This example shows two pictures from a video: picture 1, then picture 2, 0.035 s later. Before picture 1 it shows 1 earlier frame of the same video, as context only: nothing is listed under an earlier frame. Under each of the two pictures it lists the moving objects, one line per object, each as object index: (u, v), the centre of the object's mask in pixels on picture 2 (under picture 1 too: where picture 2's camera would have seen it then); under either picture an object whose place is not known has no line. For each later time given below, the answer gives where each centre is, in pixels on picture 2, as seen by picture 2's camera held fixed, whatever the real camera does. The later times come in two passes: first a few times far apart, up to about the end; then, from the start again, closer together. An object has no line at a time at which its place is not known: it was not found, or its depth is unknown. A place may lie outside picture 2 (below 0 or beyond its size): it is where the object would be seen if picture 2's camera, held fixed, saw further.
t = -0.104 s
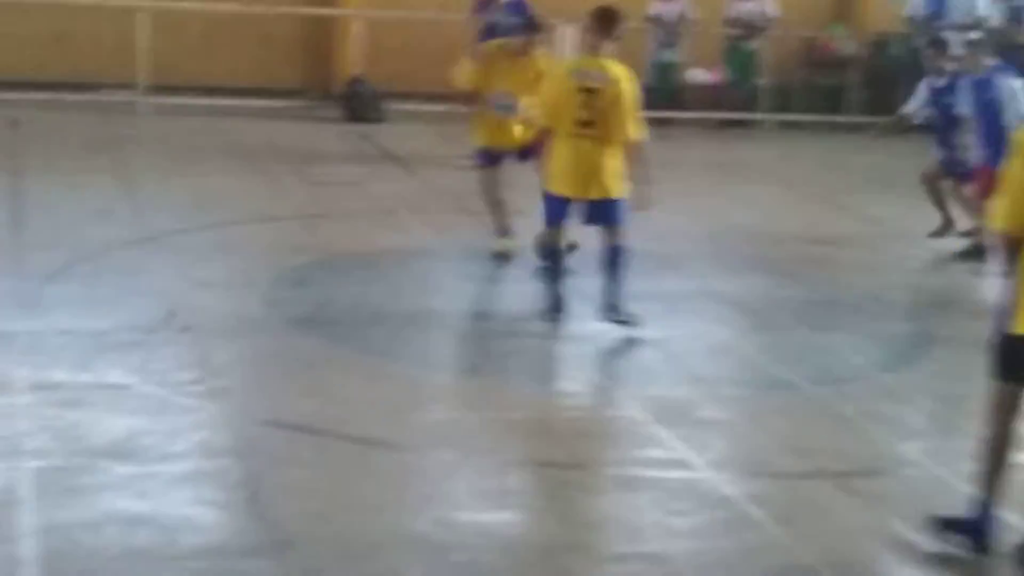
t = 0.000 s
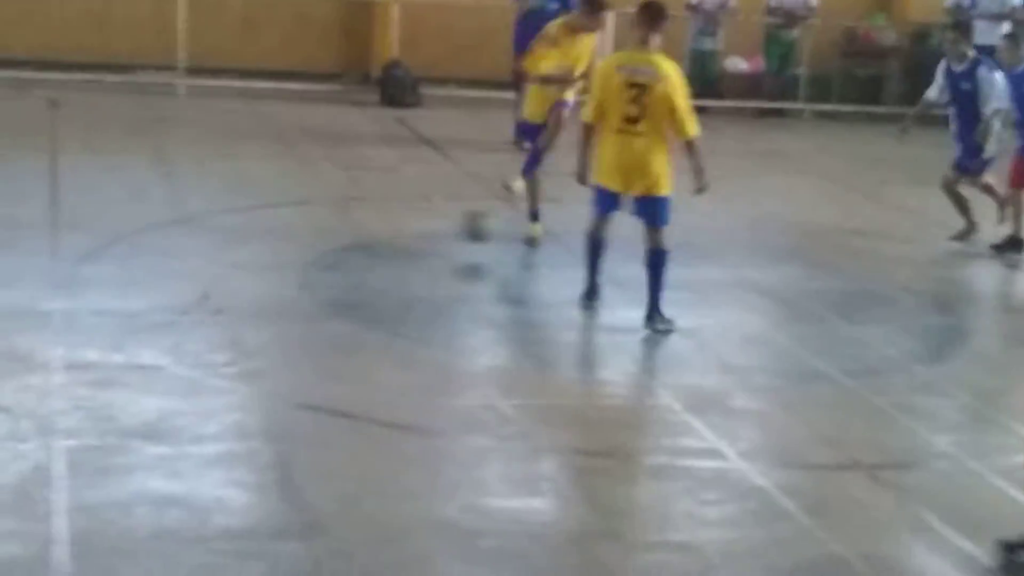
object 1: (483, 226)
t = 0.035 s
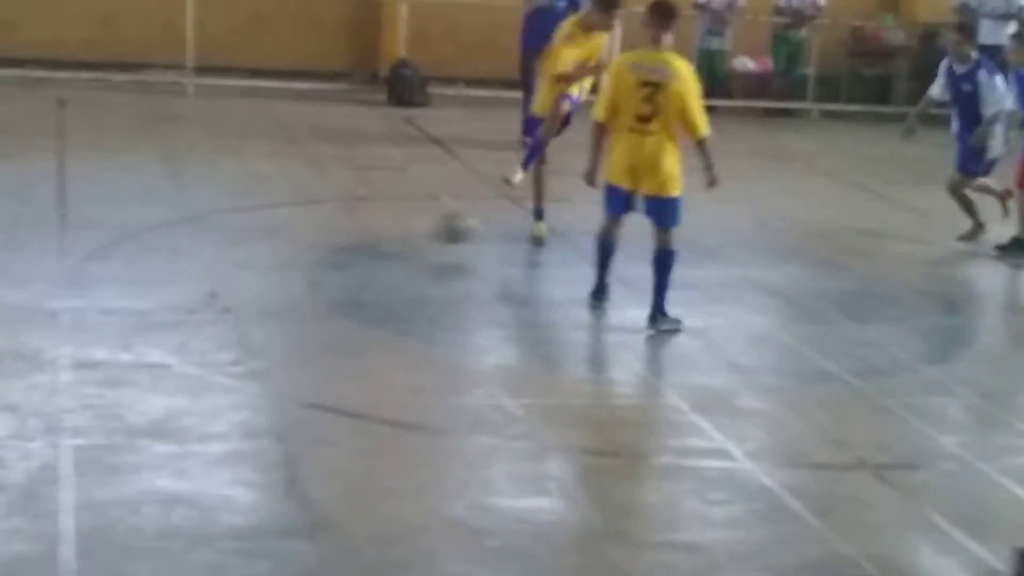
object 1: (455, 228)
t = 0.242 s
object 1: (266, 240)
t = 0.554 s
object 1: (22, 246)
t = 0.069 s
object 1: (418, 232)
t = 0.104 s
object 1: (387, 236)
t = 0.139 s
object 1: (347, 245)
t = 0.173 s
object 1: (321, 242)
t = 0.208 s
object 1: (295, 240)
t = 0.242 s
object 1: (266, 240)
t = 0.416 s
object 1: (126, 247)
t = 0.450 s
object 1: (101, 248)
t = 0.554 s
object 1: (22, 246)
